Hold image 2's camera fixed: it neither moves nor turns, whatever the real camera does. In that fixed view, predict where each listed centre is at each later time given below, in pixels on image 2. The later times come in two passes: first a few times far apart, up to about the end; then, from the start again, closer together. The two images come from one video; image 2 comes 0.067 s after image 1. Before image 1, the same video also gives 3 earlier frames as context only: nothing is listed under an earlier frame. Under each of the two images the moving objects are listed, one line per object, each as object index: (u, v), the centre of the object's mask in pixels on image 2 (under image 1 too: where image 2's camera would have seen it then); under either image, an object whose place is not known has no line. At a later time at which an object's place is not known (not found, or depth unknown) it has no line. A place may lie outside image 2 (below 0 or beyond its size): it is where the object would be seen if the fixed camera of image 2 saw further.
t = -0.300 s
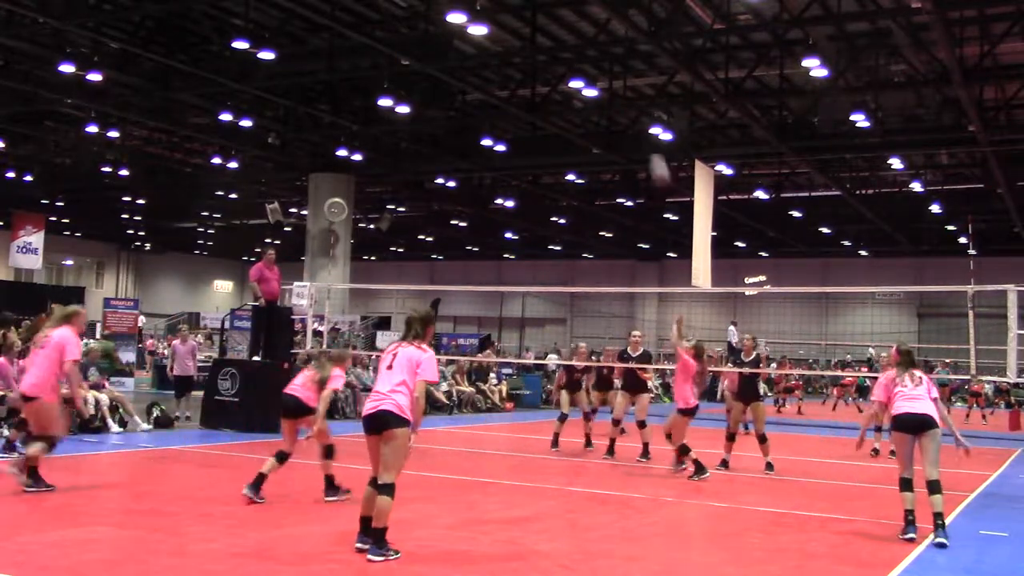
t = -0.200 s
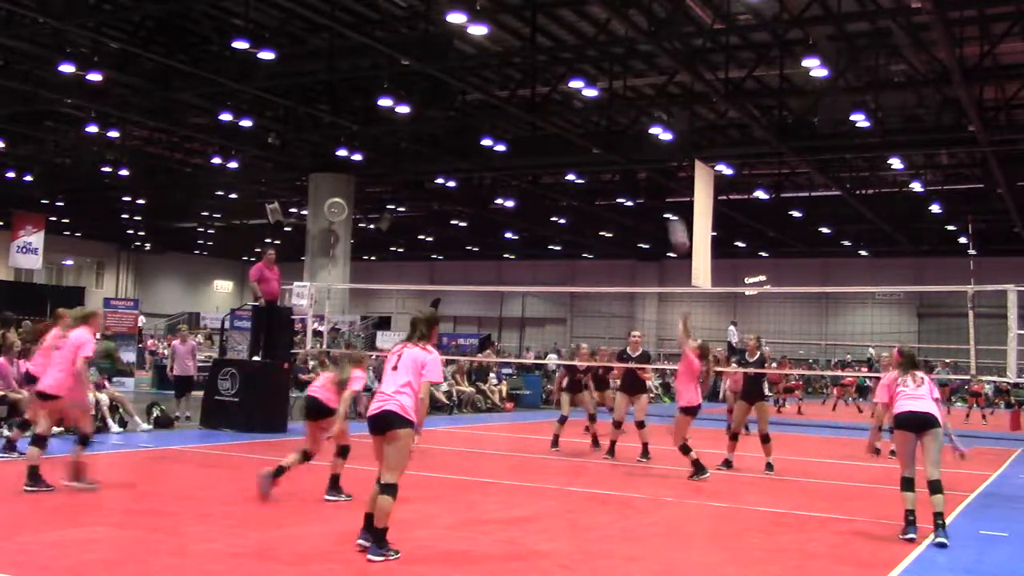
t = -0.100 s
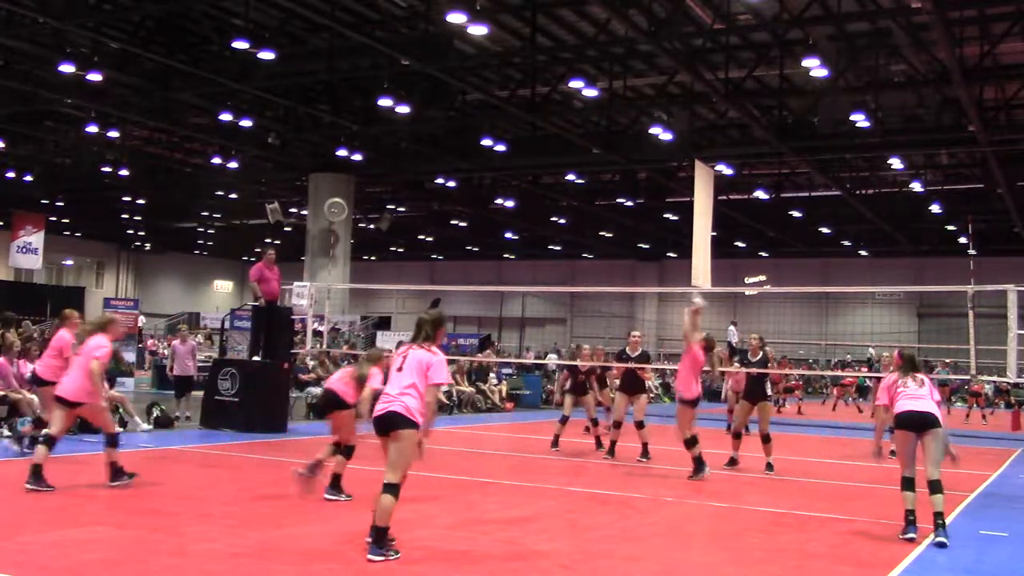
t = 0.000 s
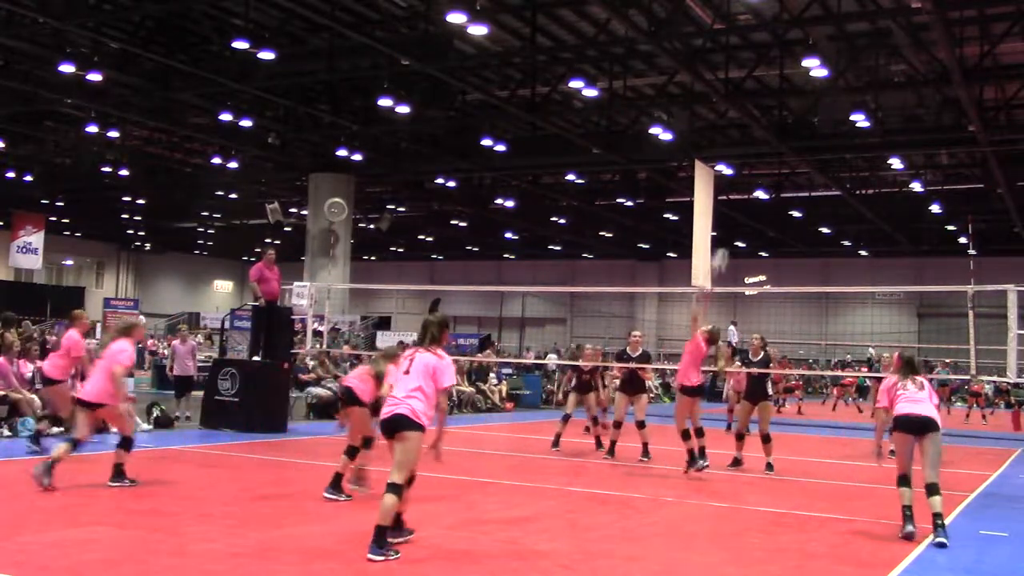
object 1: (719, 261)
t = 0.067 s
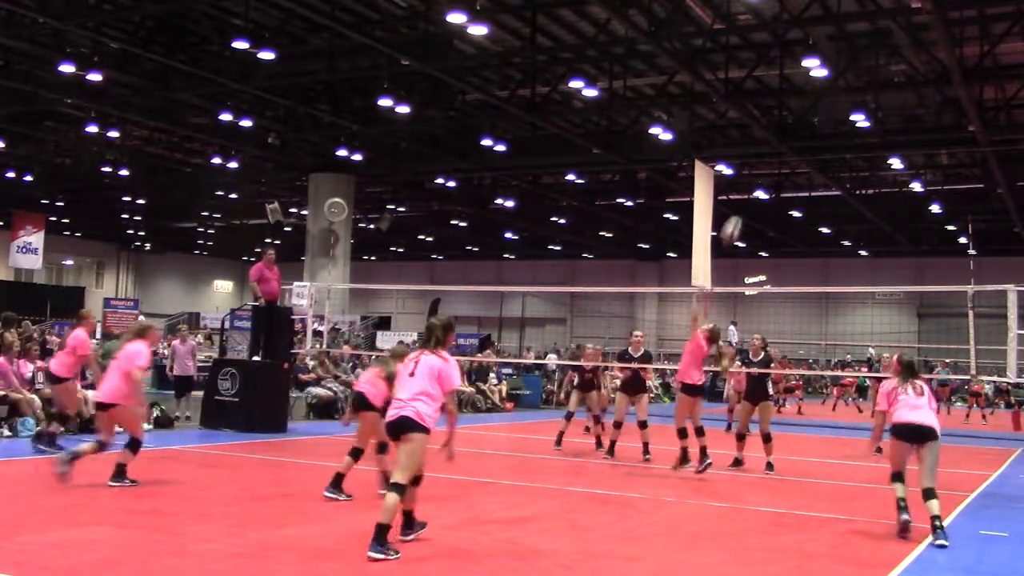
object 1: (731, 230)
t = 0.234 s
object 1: (764, 164)
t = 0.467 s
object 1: (810, 113)
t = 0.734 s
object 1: (864, 111)
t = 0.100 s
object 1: (737, 216)
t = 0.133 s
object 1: (744, 202)
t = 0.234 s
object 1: (764, 164)
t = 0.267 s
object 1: (771, 154)
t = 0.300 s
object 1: (778, 145)
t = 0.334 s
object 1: (784, 137)
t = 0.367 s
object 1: (791, 129)
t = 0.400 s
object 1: (797, 124)
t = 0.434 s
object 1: (804, 118)
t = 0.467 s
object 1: (810, 113)
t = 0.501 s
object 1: (817, 110)
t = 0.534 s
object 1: (822, 108)
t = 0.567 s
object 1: (830, 106)
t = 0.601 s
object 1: (837, 106)
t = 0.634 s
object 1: (843, 106)
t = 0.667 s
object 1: (849, 106)
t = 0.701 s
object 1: (855, 108)
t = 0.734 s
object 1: (864, 111)
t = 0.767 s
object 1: (871, 117)
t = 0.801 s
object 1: (877, 123)
